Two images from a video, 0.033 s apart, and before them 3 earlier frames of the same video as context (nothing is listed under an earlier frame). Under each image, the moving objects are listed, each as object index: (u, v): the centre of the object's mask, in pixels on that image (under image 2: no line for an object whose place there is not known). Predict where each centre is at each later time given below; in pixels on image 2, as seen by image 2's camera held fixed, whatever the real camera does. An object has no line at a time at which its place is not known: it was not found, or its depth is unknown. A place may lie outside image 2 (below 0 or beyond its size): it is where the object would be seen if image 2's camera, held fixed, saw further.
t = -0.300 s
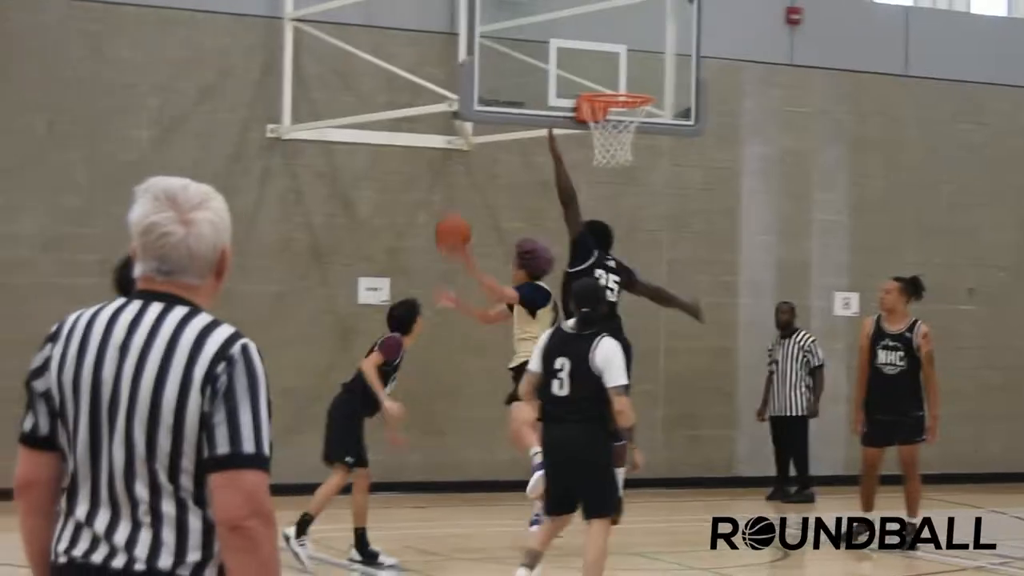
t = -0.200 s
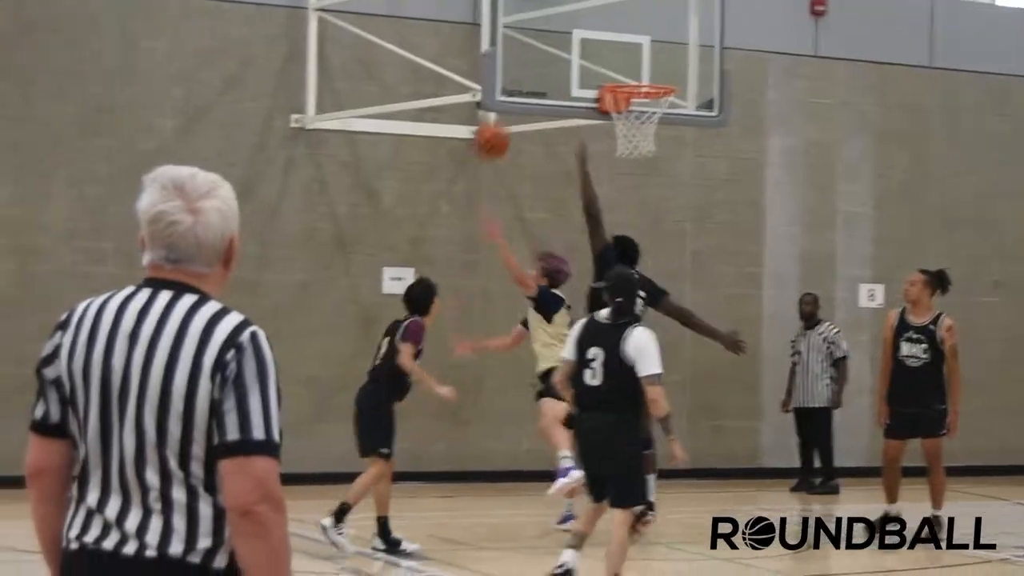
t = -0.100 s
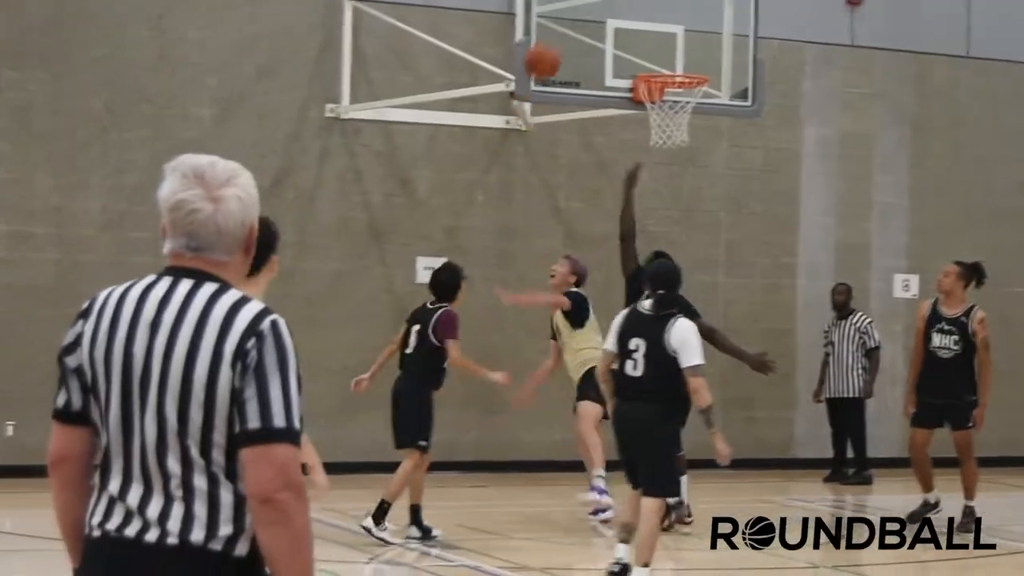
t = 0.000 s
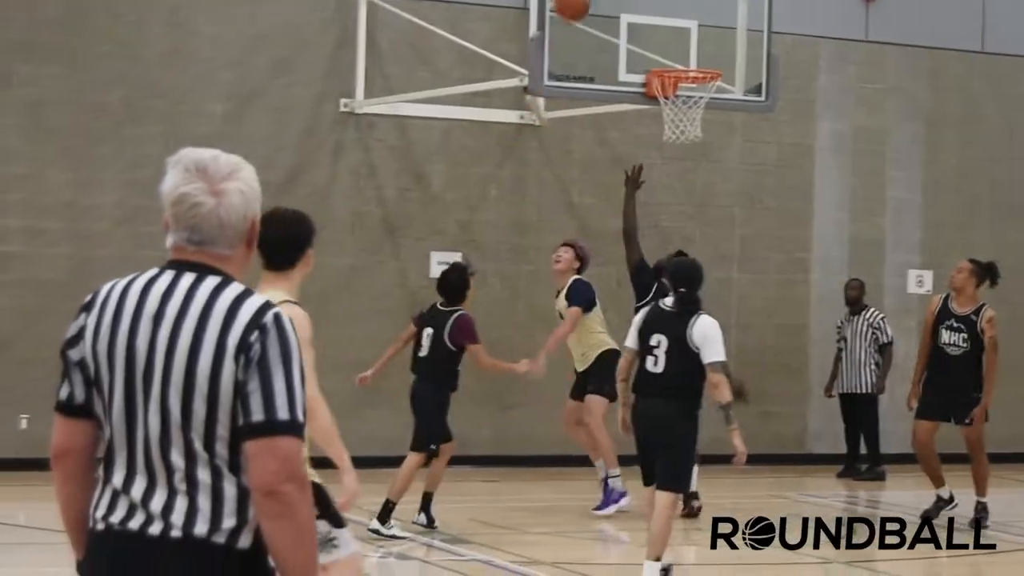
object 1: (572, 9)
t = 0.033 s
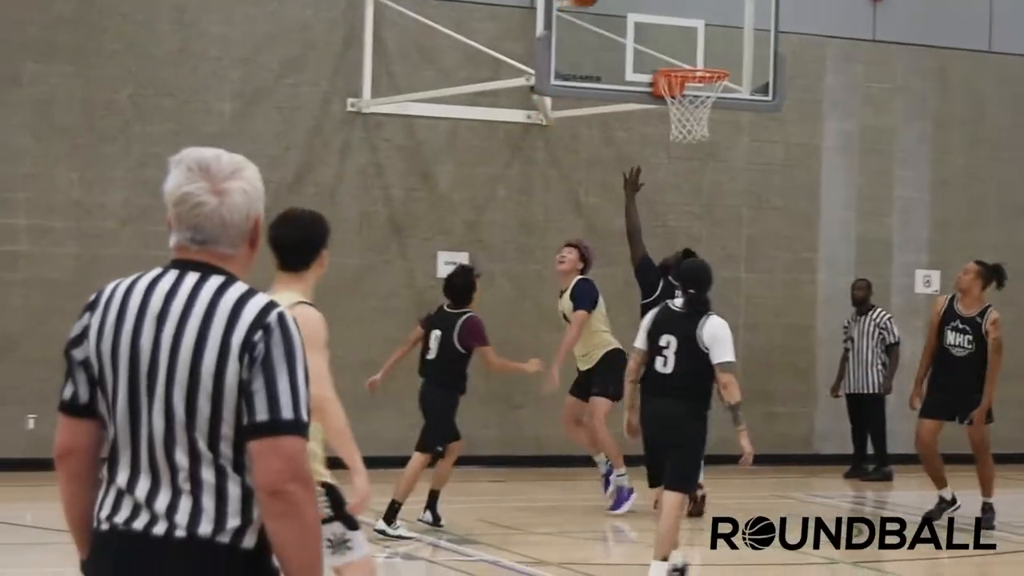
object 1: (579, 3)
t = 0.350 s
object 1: (653, -44)
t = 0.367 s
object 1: (658, -44)
